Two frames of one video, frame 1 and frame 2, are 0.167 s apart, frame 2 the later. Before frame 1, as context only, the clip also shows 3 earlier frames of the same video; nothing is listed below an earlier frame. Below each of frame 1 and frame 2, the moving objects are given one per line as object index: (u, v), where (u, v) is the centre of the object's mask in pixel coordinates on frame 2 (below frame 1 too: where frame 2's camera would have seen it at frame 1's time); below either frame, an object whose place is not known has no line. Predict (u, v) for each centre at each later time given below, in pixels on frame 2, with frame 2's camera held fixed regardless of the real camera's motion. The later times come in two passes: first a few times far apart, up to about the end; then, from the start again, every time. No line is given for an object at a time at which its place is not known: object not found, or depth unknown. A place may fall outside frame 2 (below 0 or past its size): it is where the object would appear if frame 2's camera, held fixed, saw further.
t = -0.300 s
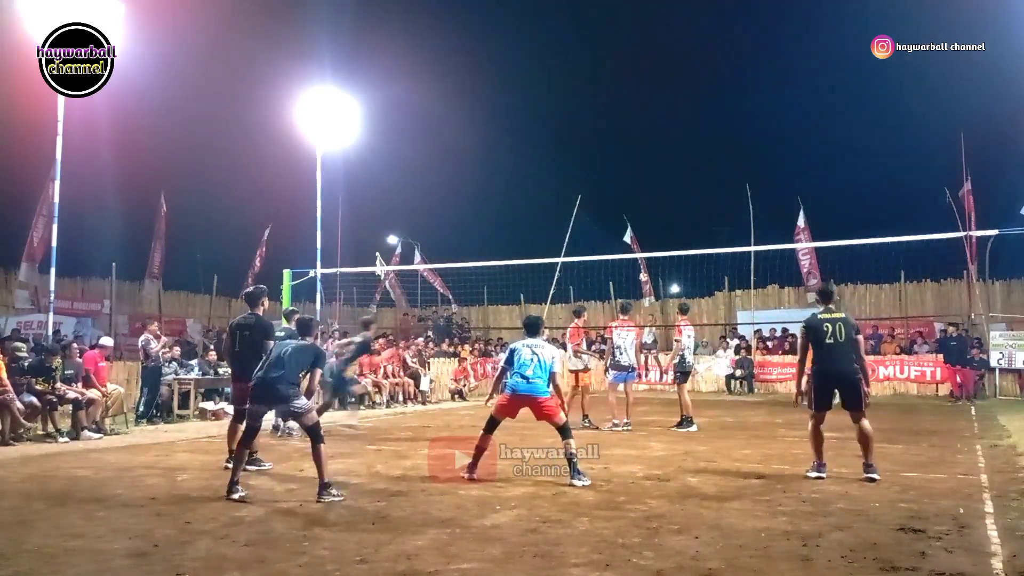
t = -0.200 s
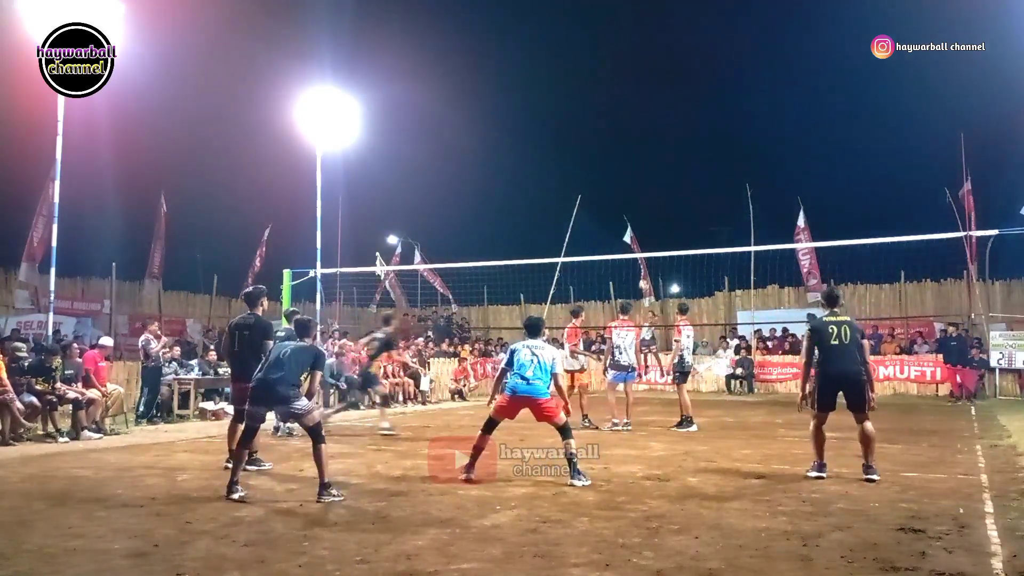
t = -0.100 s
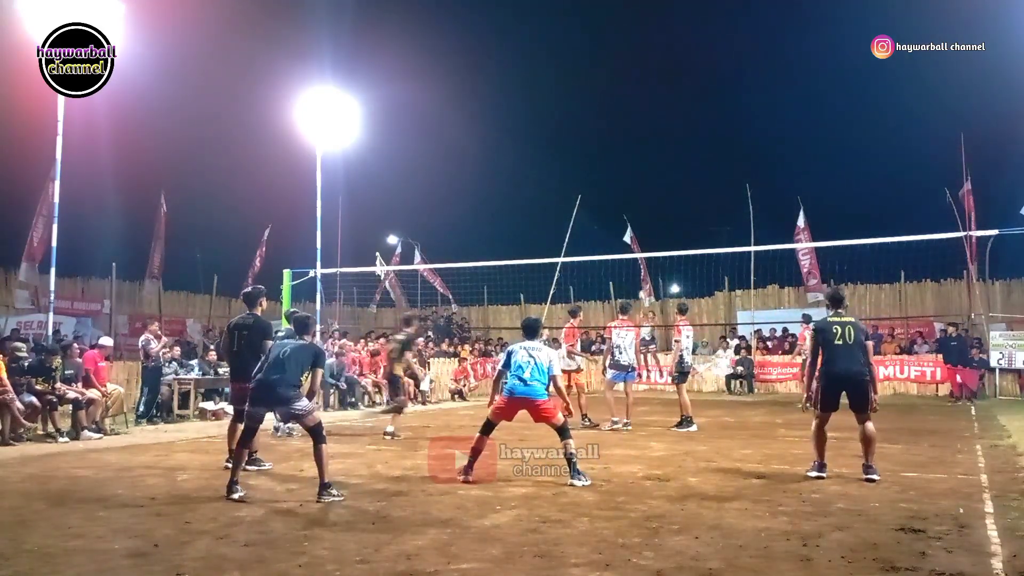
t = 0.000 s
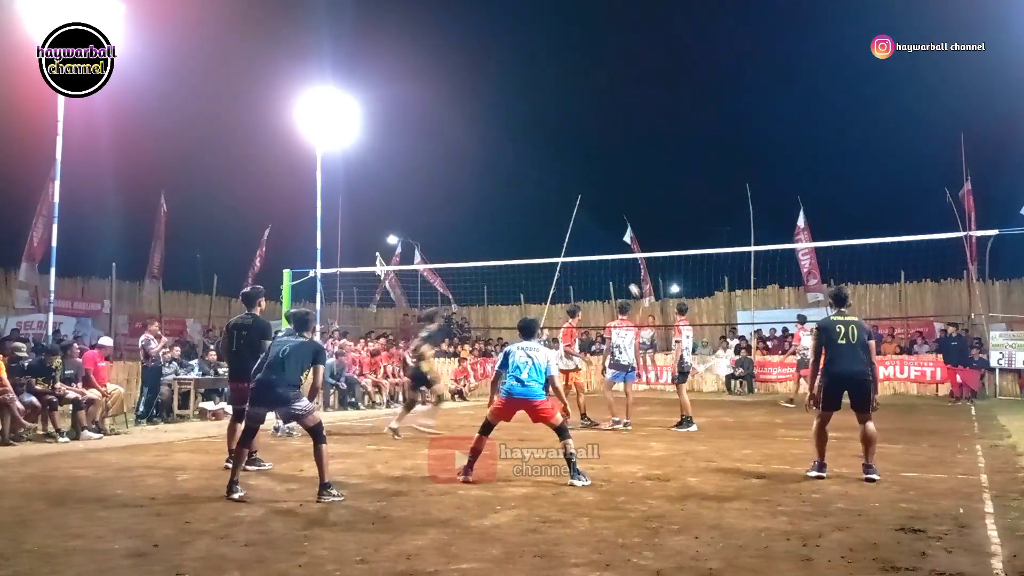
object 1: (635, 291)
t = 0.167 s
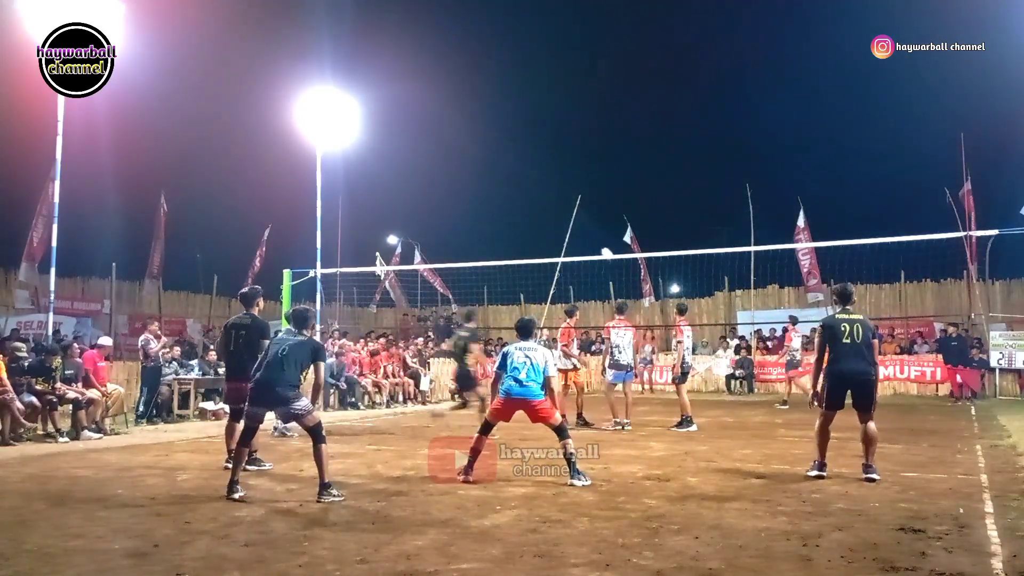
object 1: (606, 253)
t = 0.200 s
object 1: (601, 248)
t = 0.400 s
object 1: (563, 216)
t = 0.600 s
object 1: (516, 204)
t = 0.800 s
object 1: (456, 217)
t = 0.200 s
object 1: (601, 248)
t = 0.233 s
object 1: (595, 241)
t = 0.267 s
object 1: (589, 235)
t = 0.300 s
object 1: (583, 230)
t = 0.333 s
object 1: (577, 225)
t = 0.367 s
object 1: (570, 220)
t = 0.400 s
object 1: (563, 216)
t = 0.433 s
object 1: (556, 212)
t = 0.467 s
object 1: (549, 209)
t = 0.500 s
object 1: (541, 207)
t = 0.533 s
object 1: (533, 205)
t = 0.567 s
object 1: (524, 204)
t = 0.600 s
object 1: (516, 204)
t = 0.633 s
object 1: (507, 205)
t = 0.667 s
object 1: (498, 206)
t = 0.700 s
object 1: (488, 208)
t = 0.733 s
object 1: (478, 210)
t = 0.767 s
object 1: (467, 213)
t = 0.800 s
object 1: (456, 217)
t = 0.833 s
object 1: (445, 222)
